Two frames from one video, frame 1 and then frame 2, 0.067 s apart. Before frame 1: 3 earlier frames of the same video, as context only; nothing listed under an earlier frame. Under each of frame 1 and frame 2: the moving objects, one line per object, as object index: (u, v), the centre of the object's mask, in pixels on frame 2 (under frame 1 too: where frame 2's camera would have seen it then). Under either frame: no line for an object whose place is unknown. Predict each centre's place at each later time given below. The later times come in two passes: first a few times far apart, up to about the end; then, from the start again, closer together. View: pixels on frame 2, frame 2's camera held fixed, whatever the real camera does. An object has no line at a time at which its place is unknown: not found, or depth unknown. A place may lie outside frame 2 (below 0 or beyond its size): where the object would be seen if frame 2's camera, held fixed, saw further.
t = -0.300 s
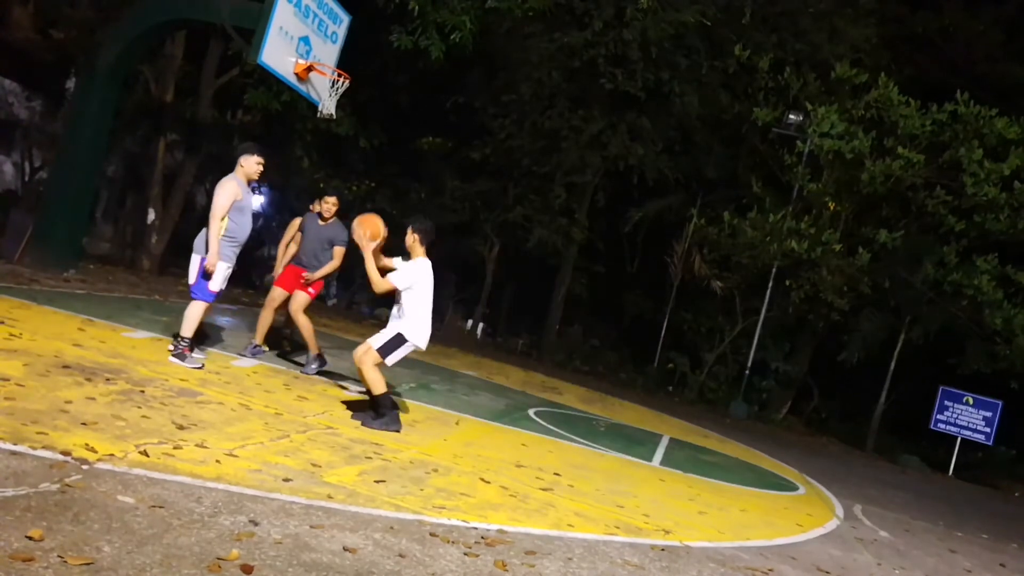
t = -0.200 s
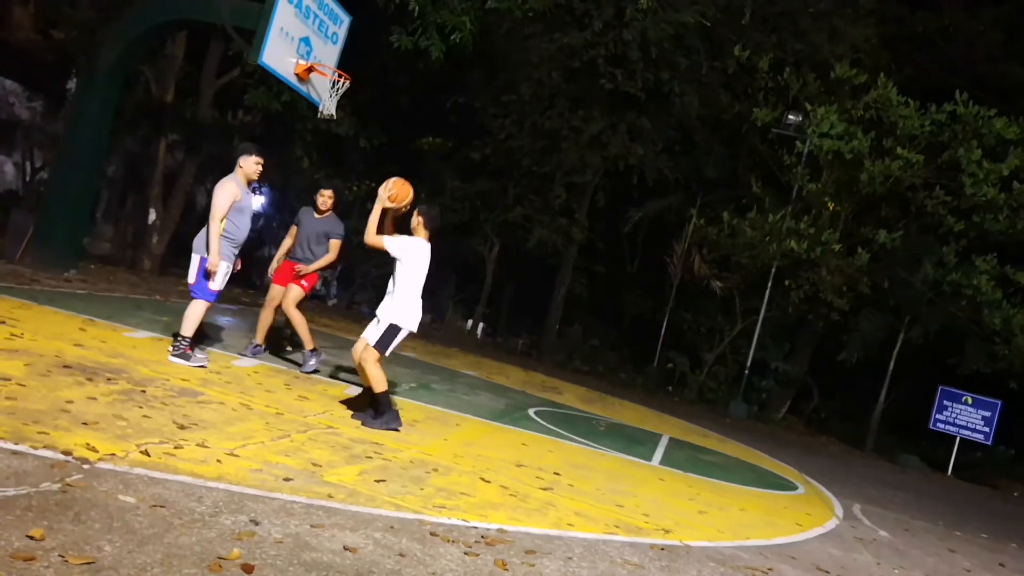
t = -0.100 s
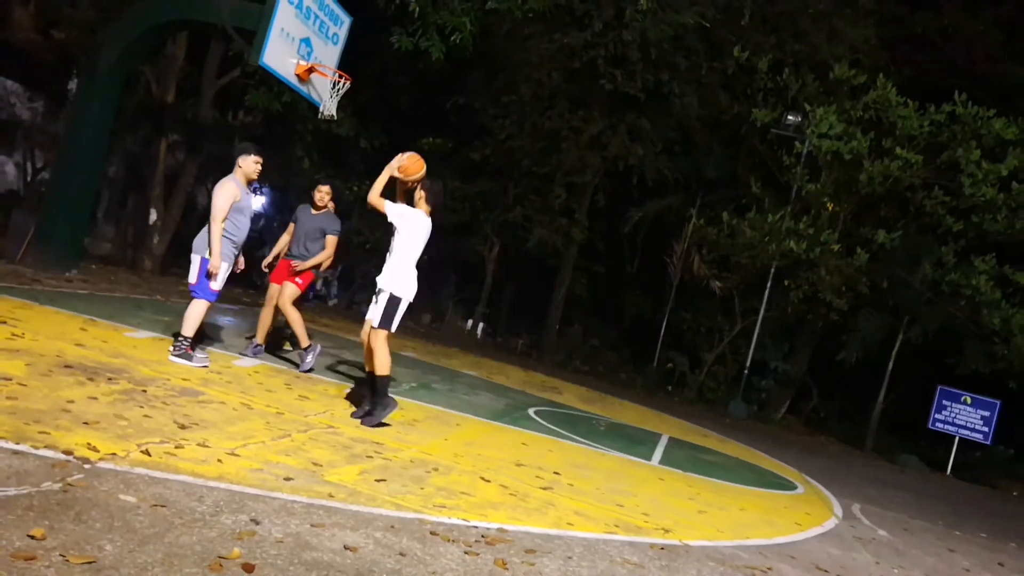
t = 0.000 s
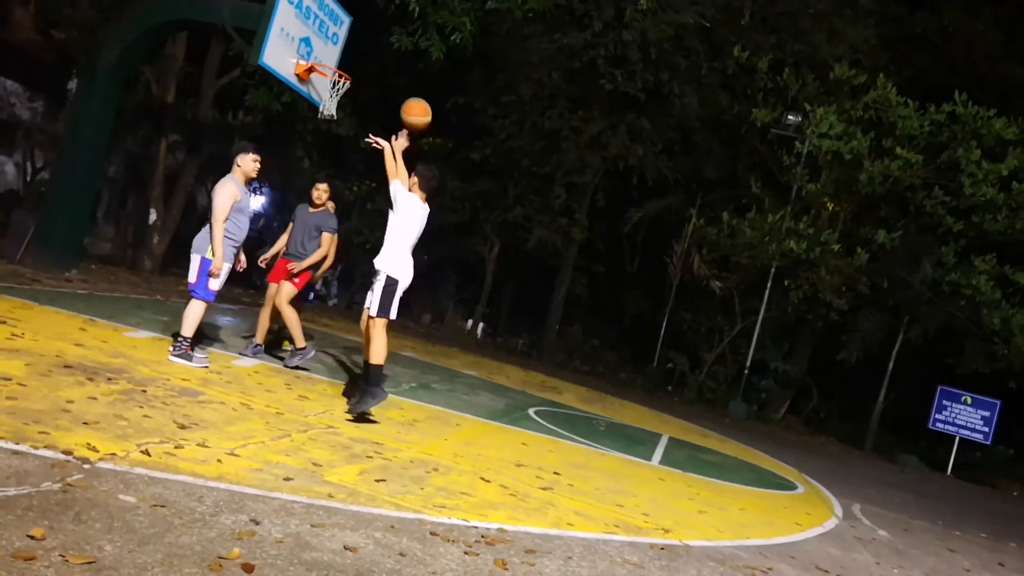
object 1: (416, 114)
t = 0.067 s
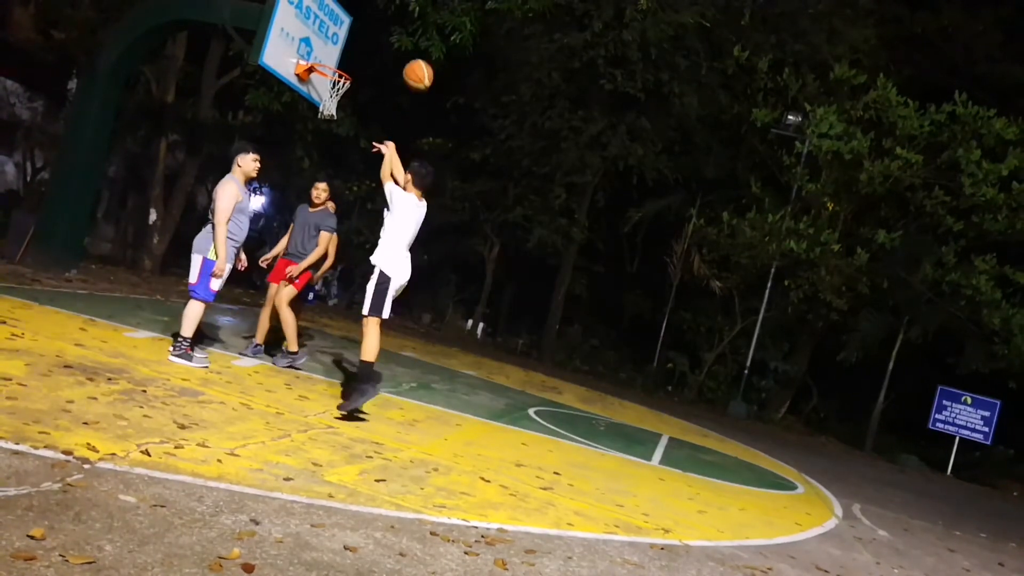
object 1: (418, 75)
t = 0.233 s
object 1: (417, 12)
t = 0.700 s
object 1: (382, 11)
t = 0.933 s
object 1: (354, 70)
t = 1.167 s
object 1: (361, 84)
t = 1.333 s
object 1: (359, 119)
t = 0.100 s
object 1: (419, 58)
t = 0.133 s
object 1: (419, 44)
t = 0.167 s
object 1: (419, 32)
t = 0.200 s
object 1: (418, 20)
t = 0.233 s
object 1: (417, 12)
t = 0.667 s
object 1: (385, 7)
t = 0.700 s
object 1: (382, 11)
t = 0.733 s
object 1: (378, 18)
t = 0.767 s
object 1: (373, 27)
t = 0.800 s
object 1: (369, 35)
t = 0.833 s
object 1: (365, 45)
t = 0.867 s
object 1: (360, 55)
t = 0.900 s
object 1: (358, 60)
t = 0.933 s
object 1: (354, 70)
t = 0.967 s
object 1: (356, 71)
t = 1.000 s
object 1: (357, 70)
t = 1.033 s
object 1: (358, 71)
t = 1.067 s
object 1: (360, 73)
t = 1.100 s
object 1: (360, 76)
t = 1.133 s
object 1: (361, 79)
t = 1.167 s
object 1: (361, 84)
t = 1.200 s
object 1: (361, 89)
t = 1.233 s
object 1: (361, 96)
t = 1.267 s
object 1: (361, 102)
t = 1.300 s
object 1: (360, 110)
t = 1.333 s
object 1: (359, 119)
